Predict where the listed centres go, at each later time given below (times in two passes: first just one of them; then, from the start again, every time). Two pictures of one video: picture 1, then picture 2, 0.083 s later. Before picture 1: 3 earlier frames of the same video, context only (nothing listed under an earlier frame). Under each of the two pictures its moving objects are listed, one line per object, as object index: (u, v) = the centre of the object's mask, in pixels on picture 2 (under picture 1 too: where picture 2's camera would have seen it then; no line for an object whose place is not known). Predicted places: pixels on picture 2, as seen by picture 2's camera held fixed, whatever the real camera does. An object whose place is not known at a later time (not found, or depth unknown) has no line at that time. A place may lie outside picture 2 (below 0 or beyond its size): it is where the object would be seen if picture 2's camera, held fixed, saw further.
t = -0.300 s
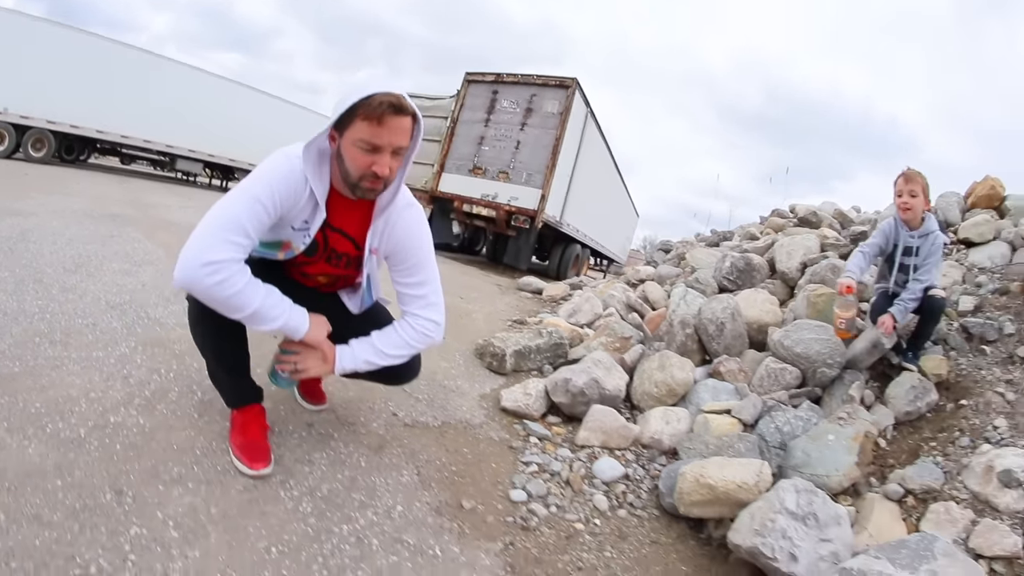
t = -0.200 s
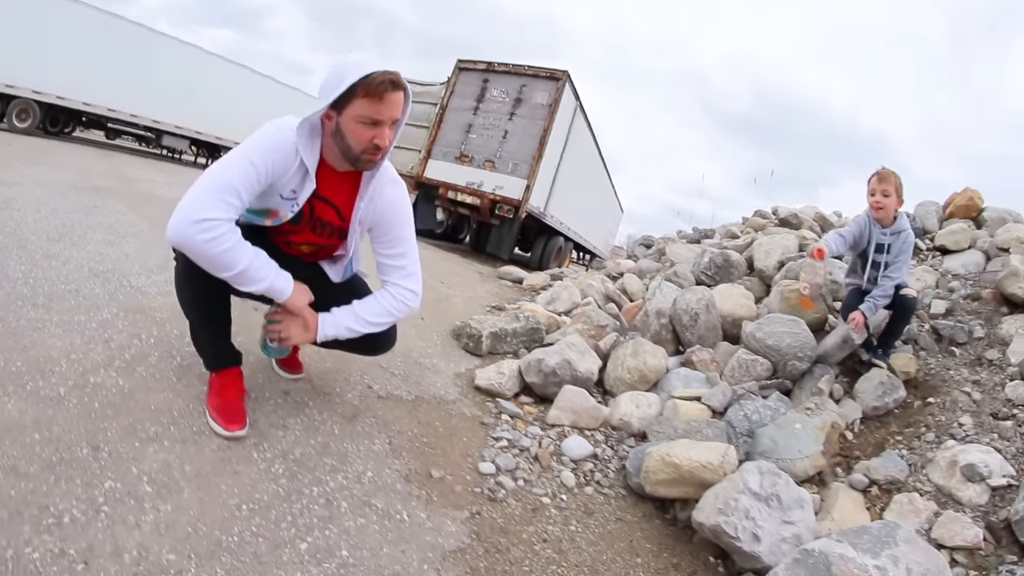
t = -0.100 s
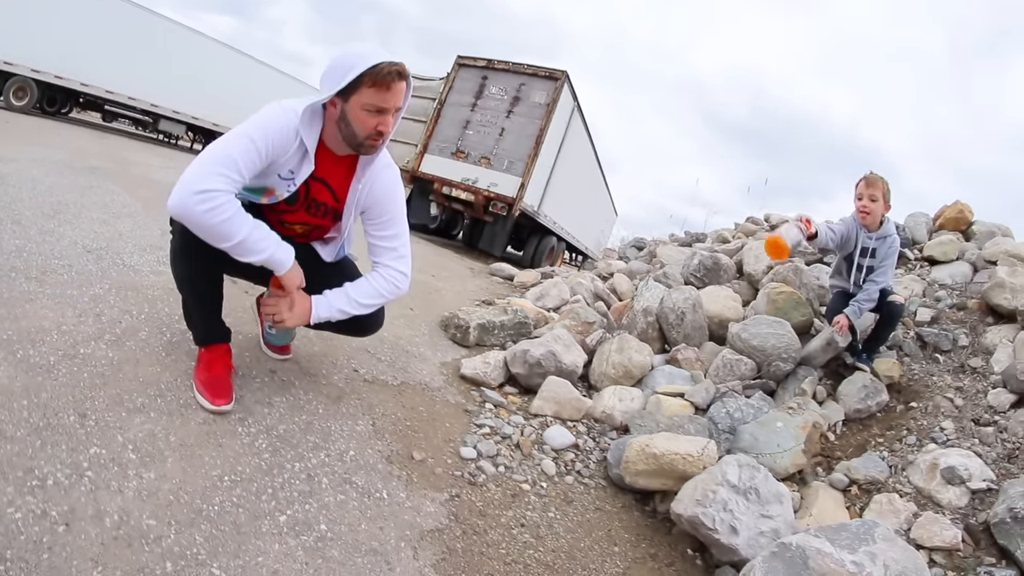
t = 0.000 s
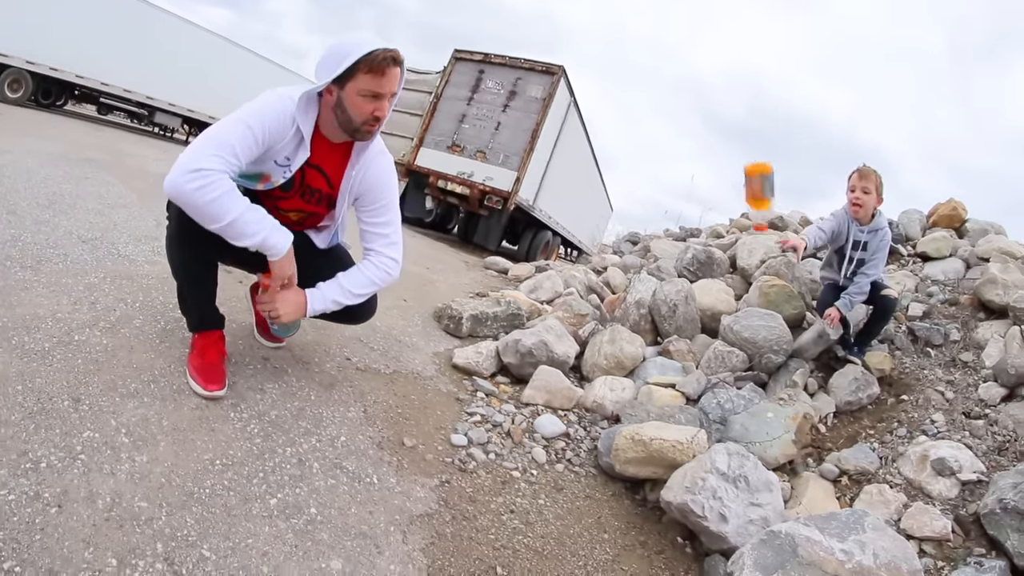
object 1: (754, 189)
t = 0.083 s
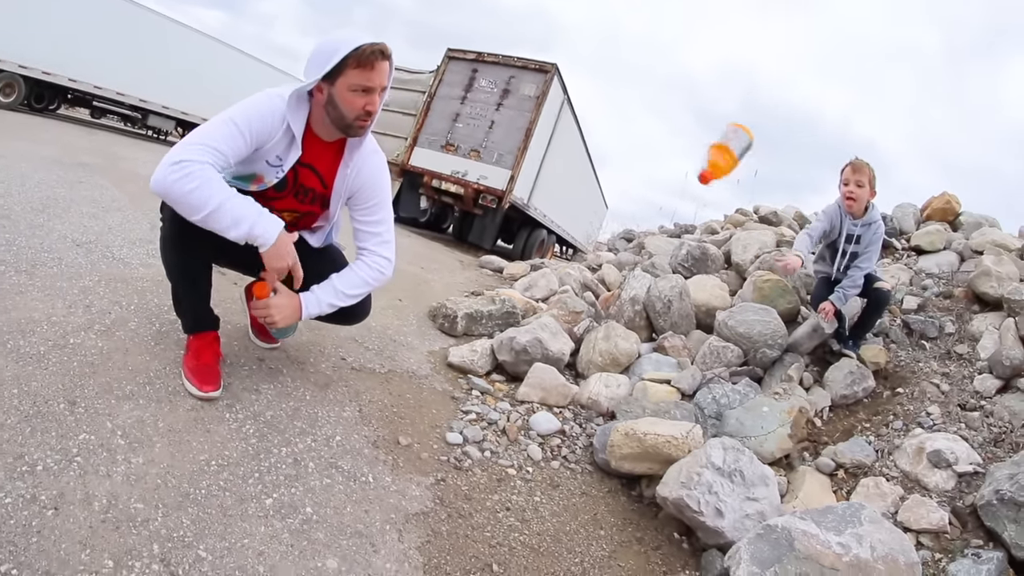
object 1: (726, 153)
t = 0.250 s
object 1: (623, 161)
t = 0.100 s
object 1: (719, 149)
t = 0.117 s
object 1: (712, 146)
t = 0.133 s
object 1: (704, 144)
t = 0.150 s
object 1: (695, 143)
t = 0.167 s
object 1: (685, 143)
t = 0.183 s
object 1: (674, 144)
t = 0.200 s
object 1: (663, 146)
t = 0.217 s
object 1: (650, 150)
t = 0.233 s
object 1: (637, 155)
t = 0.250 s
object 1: (623, 161)
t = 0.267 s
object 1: (607, 169)
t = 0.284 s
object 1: (590, 180)
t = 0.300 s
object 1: (574, 193)
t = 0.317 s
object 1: (555, 209)
